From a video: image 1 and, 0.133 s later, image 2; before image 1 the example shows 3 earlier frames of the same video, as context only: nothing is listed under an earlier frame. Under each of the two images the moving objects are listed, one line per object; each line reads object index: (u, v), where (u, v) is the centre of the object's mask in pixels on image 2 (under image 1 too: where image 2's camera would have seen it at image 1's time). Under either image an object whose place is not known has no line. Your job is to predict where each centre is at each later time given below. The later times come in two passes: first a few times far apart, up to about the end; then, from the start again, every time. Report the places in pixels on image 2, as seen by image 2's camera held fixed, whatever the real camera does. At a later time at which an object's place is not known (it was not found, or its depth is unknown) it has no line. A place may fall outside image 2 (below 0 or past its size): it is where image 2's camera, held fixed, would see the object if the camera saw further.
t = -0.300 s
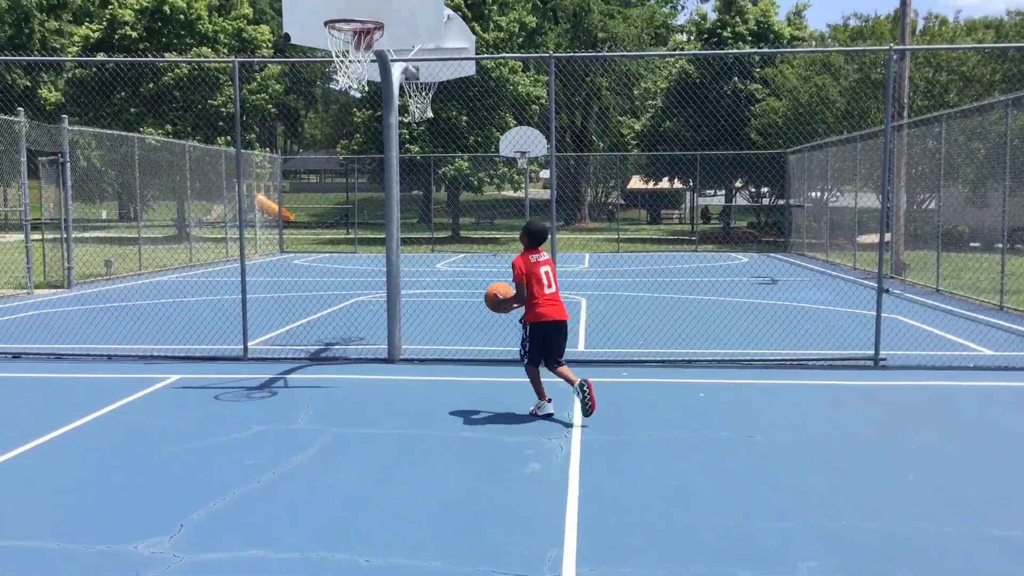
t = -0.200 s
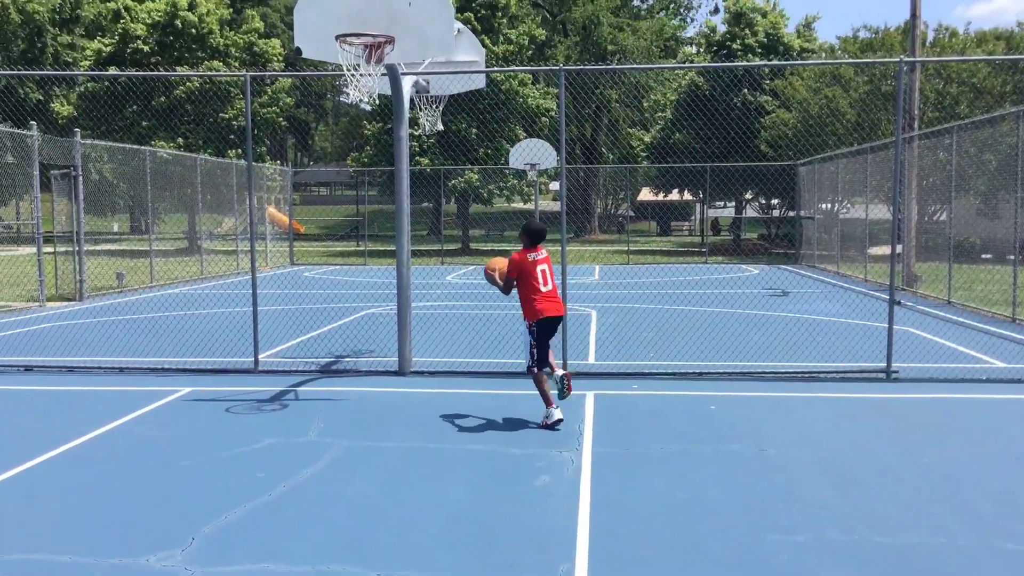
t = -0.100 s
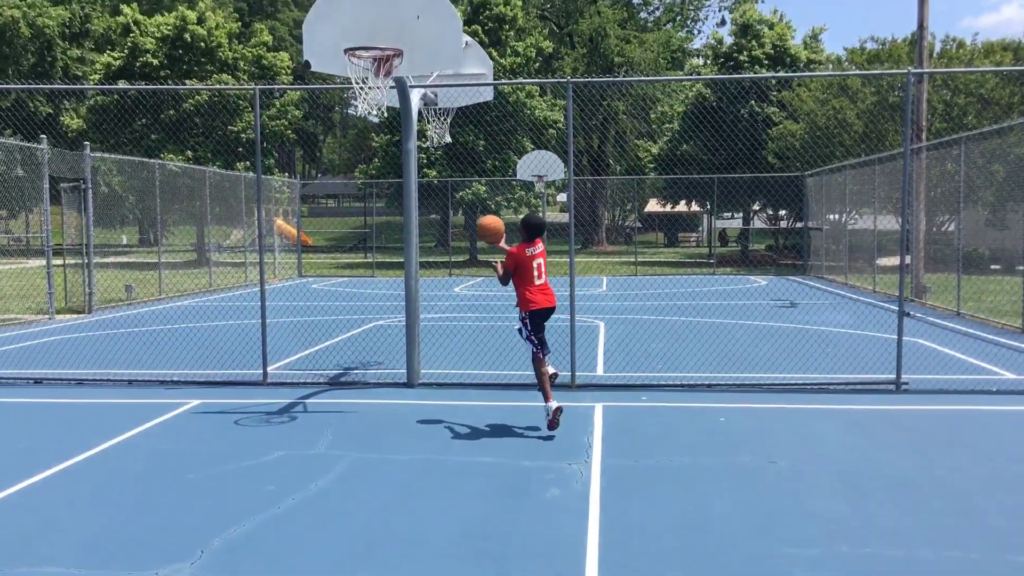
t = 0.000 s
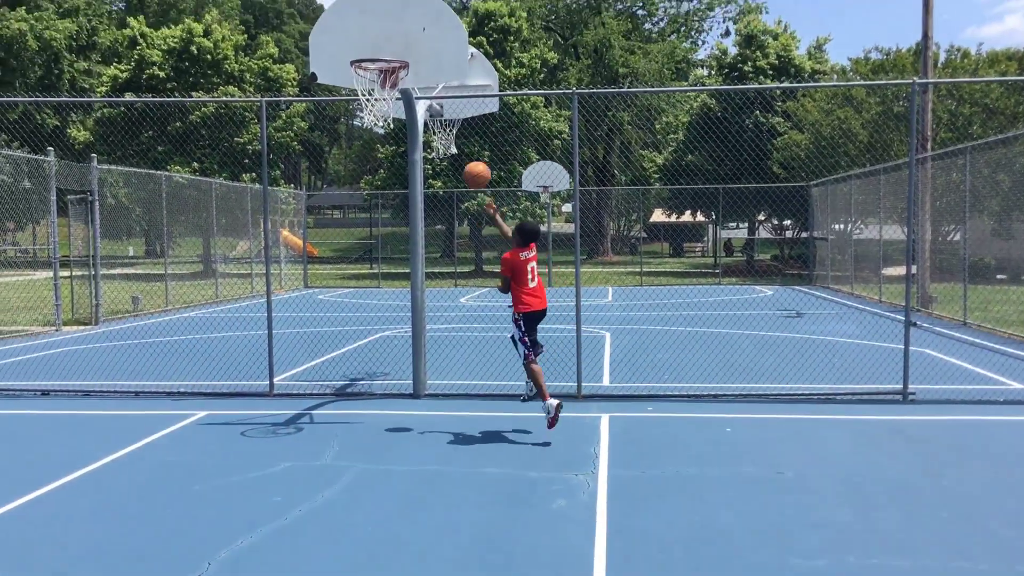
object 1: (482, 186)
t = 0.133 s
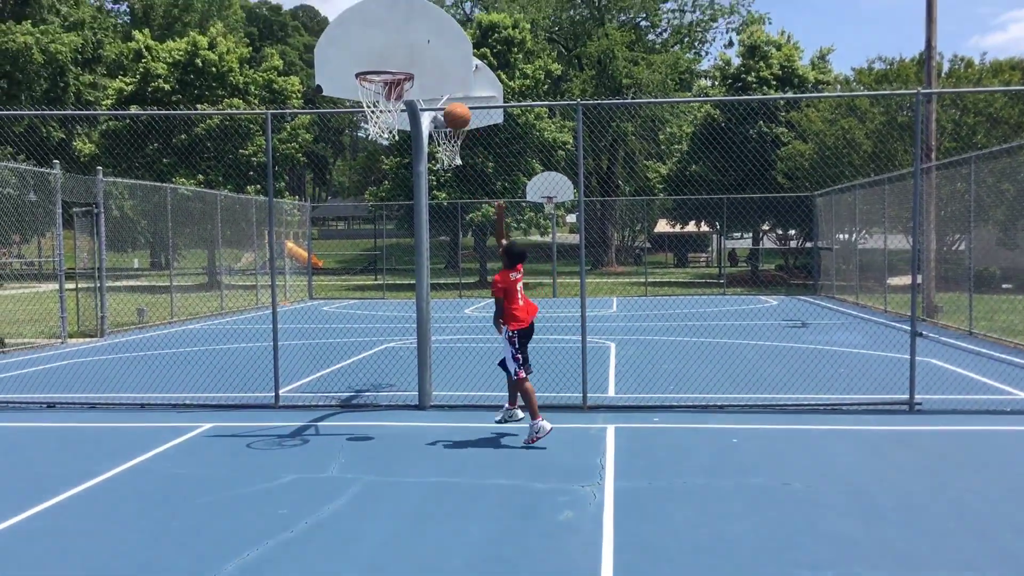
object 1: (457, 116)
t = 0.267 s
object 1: (435, 69)
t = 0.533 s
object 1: (393, 38)
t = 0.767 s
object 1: (373, 53)
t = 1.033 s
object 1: (385, 55)
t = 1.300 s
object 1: (388, 61)
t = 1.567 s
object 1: (390, 60)
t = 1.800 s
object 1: (393, 59)
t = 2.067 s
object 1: (396, 62)
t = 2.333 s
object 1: (395, 65)
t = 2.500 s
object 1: (393, 110)
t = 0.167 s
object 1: (451, 102)
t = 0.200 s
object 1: (446, 89)
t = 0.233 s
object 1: (440, 78)
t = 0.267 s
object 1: (435, 69)
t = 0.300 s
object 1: (430, 60)
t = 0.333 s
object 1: (424, 54)
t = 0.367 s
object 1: (419, 48)
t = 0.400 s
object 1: (414, 44)
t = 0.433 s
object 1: (408, 40)
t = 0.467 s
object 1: (403, 38)
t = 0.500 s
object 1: (398, 38)
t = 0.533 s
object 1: (393, 38)
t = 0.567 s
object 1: (388, 41)
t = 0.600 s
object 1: (383, 44)
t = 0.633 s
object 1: (377, 49)
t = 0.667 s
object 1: (372, 55)
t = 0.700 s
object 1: (369, 59)
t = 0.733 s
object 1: (371, 56)
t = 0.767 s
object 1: (373, 53)
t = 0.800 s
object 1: (375, 53)
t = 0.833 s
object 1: (377, 53)
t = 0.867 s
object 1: (378, 55)
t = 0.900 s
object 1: (381, 57)
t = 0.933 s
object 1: (383, 60)
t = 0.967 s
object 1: (384, 61)
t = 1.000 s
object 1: (384, 58)
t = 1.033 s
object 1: (385, 55)
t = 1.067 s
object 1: (385, 52)
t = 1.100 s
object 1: (386, 51)
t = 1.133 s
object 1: (386, 50)
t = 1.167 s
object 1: (387, 52)
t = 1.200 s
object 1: (387, 54)
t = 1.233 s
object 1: (388, 57)
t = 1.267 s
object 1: (388, 60)
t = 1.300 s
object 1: (388, 61)
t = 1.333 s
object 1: (388, 59)
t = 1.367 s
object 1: (388, 58)
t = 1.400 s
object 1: (389, 57)
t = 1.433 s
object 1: (389, 58)
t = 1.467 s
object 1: (389, 59)
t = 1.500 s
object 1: (389, 60)
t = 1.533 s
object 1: (390, 61)
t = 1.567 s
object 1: (390, 60)
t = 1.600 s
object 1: (390, 59)
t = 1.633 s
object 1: (391, 58)
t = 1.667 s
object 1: (391, 59)
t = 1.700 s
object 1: (391, 60)
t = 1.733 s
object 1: (392, 61)
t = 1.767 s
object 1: (392, 60)
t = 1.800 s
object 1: (393, 59)
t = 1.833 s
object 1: (393, 59)
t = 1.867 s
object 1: (393, 60)
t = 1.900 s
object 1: (394, 61)
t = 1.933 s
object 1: (394, 61)
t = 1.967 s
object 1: (395, 60)
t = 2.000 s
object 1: (395, 60)
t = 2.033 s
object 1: (395, 60)
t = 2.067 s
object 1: (396, 62)
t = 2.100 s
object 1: (396, 61)
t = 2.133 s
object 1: (396, 60)
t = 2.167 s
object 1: (396, 61)
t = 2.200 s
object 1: (396, 62)
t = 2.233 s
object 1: (396, 62)
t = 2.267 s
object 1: (396, 62)
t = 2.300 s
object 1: (395, 63)
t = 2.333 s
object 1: (395, 65)
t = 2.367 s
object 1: (397, 75)
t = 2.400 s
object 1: (395, 86)
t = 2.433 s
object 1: (393, 92)
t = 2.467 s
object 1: (394, 101)
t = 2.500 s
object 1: (393, 110)
